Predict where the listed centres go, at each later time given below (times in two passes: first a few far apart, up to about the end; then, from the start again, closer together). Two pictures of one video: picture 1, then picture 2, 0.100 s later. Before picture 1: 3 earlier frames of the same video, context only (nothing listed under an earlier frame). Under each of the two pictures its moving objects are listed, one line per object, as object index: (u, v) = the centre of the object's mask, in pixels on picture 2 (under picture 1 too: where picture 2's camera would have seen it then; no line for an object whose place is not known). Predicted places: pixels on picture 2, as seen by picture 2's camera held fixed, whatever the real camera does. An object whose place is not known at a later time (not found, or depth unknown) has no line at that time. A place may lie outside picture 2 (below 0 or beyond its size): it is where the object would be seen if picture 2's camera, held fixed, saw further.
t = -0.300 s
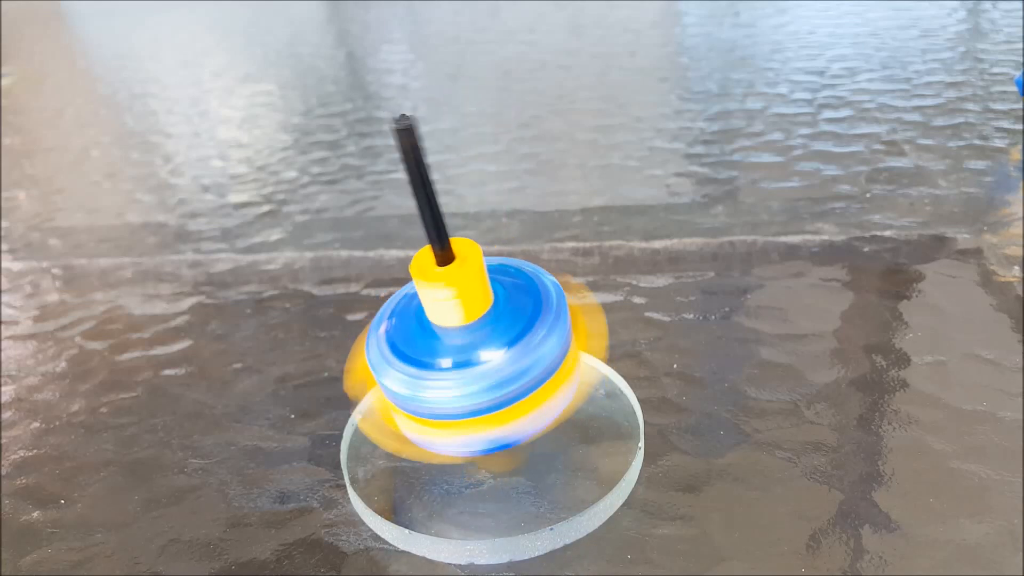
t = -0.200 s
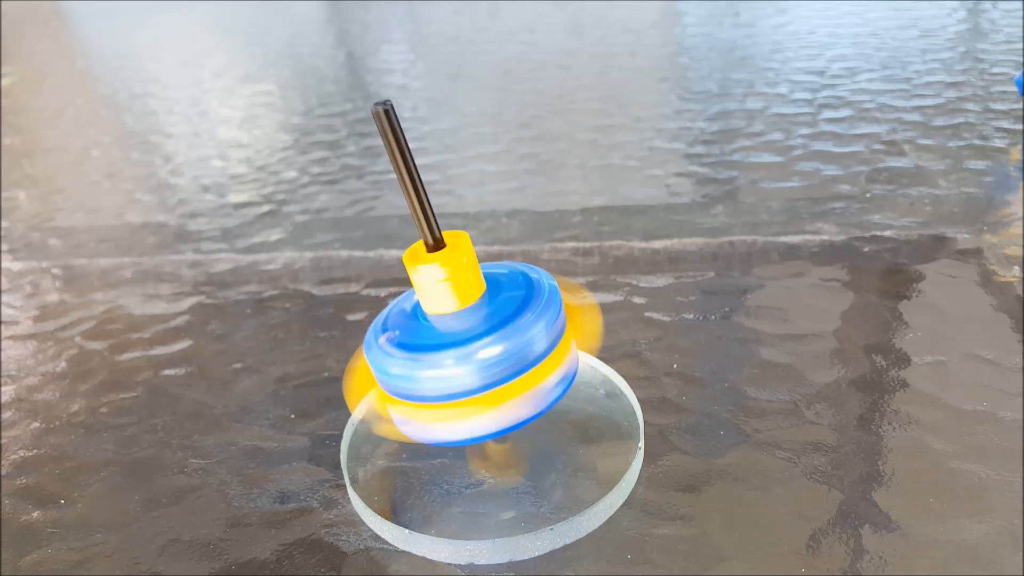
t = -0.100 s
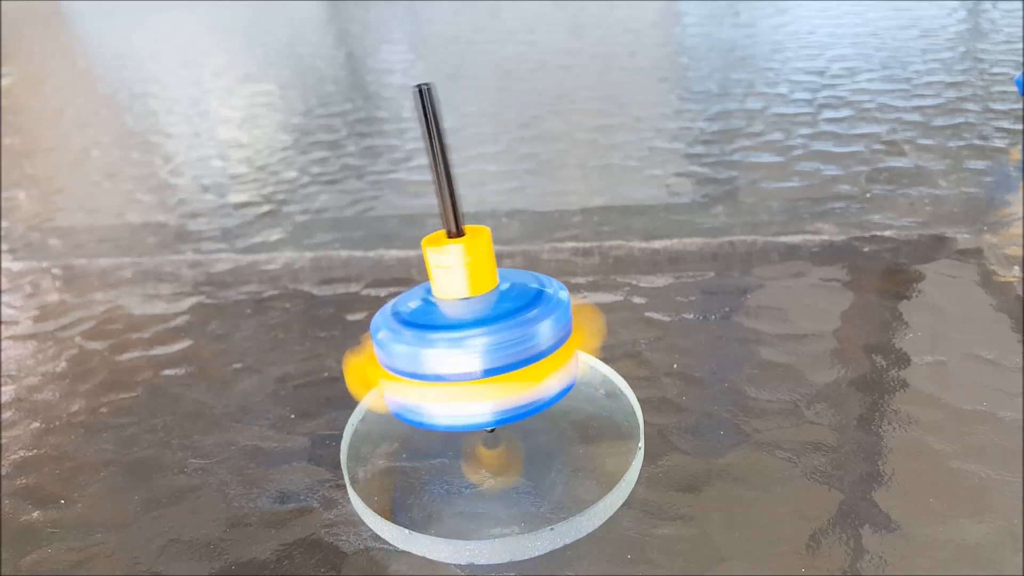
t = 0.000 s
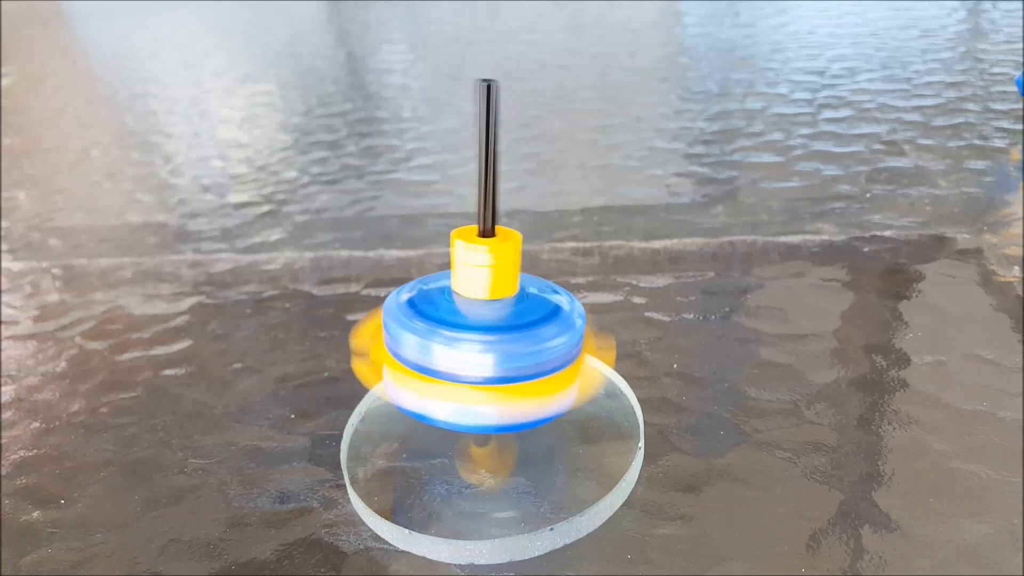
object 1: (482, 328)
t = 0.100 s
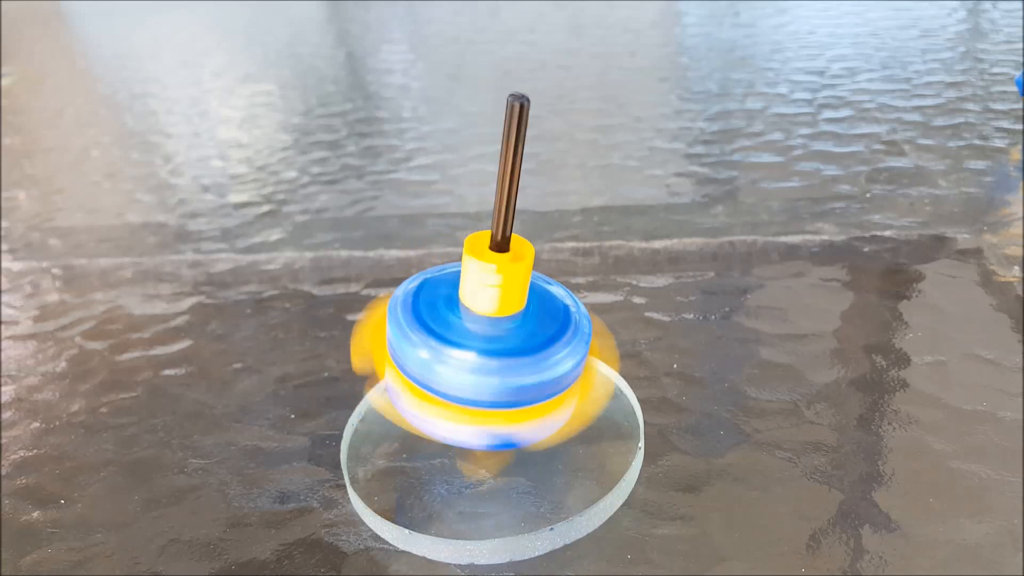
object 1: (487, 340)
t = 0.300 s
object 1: (468, 350)
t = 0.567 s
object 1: (484, 334)
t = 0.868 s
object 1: (463, 359)
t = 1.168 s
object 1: (504, 323)
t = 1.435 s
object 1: (476, 375)
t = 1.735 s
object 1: (479, 328)
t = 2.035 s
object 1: (499, 332)
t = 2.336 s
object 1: (498, 336)
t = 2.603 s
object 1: (508, 336)
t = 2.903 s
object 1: (518, 335)
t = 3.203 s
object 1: (534, 336)
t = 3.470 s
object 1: (528, 336)
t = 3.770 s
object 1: (492, 320)
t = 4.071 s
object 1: (500, 326)
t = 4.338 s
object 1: (529, 336)
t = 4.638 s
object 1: (502, 327)
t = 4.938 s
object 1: (492, 320)
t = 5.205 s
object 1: (523, 335)
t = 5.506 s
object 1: (514, 332)
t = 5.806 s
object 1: (490, 318)
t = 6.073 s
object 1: (512, 332)
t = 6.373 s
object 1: (522, 335)
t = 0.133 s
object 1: (484, 345)
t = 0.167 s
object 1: (482, 348)
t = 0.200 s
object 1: (481, 352)
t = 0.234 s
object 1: (476, 354)
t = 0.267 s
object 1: (472, 352)
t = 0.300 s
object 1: (468, 350)
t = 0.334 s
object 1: (463, 346)
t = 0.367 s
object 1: (462, 342)
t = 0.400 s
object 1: (461, 342)
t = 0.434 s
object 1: (463, 329)
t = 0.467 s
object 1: (465, 326)
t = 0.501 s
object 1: (471, 323)
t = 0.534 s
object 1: (477, 323)
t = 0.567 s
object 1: (484, 334)
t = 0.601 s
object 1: (490, 335)
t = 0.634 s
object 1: (493, 339)
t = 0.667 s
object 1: (496, 341)
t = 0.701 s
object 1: (494, 347)
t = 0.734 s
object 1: (491, 357)
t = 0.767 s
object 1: (484, 361)
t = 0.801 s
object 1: (480, 367)
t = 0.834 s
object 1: (471, 364)
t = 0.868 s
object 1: (463, 359)
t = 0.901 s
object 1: (454, 352)
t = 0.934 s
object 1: (447, 343)
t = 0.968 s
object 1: (447, 336)
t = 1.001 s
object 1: (450, 330)
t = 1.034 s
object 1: (459, 326)
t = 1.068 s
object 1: (467, 319)
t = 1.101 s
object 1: (478, 318)
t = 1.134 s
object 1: (494, 315)
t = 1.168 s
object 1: (504, 323)
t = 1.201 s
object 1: (512, 336)
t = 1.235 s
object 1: (515, 346)
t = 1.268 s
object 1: (512, 359)
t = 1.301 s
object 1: (506, 370)
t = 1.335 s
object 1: (498, 375)
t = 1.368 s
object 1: (493, 381)
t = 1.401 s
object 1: (484, 379)
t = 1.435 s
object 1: (476, 375)
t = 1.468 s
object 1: (463, 368)
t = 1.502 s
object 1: (454, 359)
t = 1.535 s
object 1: (452, 351)
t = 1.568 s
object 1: (450, 344)
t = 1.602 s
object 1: (455, 340)
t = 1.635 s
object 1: (458, 333)
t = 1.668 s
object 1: (466, 332)
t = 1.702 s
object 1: (470, 326)
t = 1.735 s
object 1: (479, 328)
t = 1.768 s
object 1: (483, 325)
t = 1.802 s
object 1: (489, 325)
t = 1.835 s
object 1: (491, 327)
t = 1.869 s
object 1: (496, 326)
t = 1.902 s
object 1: (497, 329)
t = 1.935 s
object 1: (499, 328)
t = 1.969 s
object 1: (501, 331)
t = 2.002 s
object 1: (499, 331)
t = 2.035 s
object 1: (499, 332)
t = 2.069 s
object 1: (501, 334)
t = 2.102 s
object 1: (499, 335)
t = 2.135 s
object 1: (495, 334)
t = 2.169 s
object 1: (498, 335)
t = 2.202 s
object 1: (499, 336)
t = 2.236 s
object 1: (499, 337)
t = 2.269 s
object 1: (497, 337)
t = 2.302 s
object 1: (498, 337)
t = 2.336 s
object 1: (498, 336)
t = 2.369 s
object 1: (498, 336)
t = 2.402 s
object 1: (499, 335)
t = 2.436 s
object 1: (501, 335)
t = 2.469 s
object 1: (502, 335)
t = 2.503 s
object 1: (503, 335)
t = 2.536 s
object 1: (504, 335)
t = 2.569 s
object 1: (507, 336)
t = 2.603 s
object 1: (508, 336)
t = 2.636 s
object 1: (509, 334)
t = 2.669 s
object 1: (510, 333)
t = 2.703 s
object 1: (509, 334)
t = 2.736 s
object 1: (512, 336)
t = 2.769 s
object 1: (513, 336)
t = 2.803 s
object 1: (514, 335)
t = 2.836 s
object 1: (516, 336)
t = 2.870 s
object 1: (518, 335)
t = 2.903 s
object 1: (518, 335)
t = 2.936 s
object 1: (521, 335)
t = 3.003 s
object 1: (524, 336)
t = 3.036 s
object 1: (525, 337)
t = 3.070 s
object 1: (527, 337)
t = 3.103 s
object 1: (531, 336)
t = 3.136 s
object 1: (531, 337)
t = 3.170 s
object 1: (532, 336)
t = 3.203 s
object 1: (534, 336)
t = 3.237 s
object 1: (535, 335)
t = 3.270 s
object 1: (535, 336)
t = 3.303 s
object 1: (534, 337)
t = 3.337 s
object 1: (533, 337)
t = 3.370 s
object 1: (532, 336)
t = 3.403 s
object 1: (531, 336)
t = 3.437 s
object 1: (530, 336)
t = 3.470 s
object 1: (528, 336)
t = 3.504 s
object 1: (525, 335)
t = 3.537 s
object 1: (522, 334)
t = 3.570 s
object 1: (518, 333)
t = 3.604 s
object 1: (513, 332)
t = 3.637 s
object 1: (508, 330)
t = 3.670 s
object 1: (503, 327)
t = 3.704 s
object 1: (499, 324)
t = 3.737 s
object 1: (495, 322)
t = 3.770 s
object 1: (492, 320)
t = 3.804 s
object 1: (490, 318)
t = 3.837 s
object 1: (489, 317)
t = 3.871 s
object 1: (489, 316)
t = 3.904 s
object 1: (489, 316)
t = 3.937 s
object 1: (490, 317)
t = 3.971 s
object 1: (491, 319)
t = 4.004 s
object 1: (493, 321)
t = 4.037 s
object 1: (496, 323)
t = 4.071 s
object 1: (500, 326)
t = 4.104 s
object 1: (505, 328)
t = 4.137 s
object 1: (510, 331)
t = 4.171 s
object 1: (515, 332)
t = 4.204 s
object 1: (519, 334)
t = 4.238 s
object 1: (523, 335)
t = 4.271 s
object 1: (526, 335)
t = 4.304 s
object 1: (528, 336)
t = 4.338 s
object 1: (529, 336)
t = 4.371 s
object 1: (529, 336)
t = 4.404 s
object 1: (529, 336)
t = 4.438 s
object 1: (527, 335)
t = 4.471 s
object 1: (524, 335)
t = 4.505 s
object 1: (520, 334)
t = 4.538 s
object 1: (516, 333)
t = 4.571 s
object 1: (512, 331)
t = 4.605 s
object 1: (507, 329)
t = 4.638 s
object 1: (502, 327)
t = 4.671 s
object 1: (498, 324)
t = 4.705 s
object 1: (495, 322)
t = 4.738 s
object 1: (493, 320)
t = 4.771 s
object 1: (491, 318)
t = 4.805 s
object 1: (490, 317)
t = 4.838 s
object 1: (490, 317)
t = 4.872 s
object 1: (490, 317)
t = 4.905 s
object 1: (491, 318)
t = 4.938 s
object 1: (492, 320)
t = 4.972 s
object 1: (495, 322)
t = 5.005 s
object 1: (498, 324)
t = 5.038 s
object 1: (502, 327)
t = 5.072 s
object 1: (507, 329)
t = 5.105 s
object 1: (511, 331)
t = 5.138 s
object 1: (516, 333)
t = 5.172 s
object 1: (520, 334)
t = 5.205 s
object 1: (523, 335)
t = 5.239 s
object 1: (526, 335)
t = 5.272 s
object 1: (527, 335)
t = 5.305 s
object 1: (528, 336)
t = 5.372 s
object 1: (527, 335)
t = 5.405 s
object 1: (525, 335)
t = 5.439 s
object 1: (522, 334)
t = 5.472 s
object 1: (518, 333)
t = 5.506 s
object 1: (514, 332)
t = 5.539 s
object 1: (510, 331)
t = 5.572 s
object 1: (506, 329)
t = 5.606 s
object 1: (501, 326)
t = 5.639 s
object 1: (498, 324)
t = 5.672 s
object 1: (495, 322)
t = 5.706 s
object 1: (492, 320)
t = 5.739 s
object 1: (491, 319)
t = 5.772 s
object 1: (490, 318)
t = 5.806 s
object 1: (490, 318)
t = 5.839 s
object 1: (491, 318)
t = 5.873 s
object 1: (492, 319)
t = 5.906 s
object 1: (493, 321)
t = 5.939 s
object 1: (496, 323)
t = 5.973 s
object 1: (499, 325)
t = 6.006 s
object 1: (503, 327)
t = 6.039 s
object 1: (508, 330)
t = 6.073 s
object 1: (512, 332)
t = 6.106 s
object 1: (516, 333)
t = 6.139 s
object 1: (519, 334)
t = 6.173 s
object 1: (522, 335)
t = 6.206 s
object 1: (525, 335)
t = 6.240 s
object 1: (526, 336)
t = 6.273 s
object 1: (526, 335)
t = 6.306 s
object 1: (526, 335)
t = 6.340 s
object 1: (524, 335)
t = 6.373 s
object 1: (522, 335)
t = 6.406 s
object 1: (518, 334)
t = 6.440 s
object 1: (515, 333)
